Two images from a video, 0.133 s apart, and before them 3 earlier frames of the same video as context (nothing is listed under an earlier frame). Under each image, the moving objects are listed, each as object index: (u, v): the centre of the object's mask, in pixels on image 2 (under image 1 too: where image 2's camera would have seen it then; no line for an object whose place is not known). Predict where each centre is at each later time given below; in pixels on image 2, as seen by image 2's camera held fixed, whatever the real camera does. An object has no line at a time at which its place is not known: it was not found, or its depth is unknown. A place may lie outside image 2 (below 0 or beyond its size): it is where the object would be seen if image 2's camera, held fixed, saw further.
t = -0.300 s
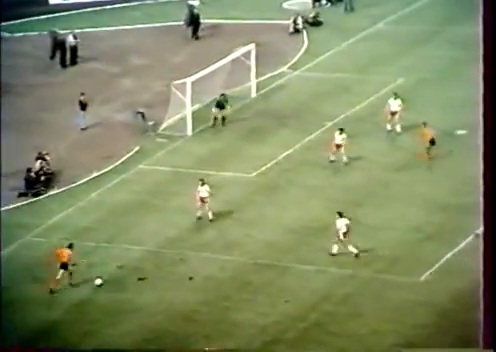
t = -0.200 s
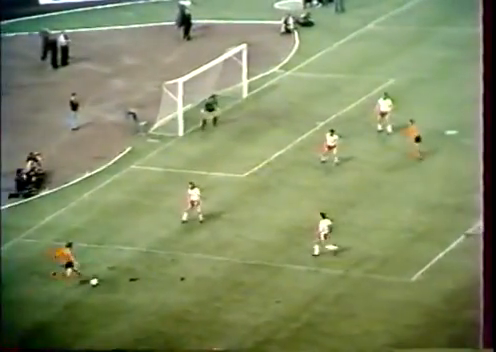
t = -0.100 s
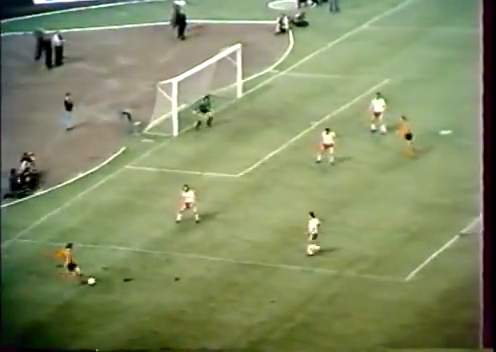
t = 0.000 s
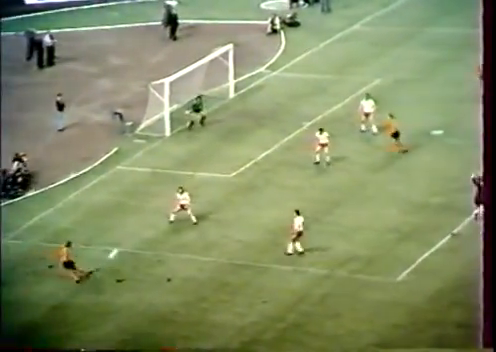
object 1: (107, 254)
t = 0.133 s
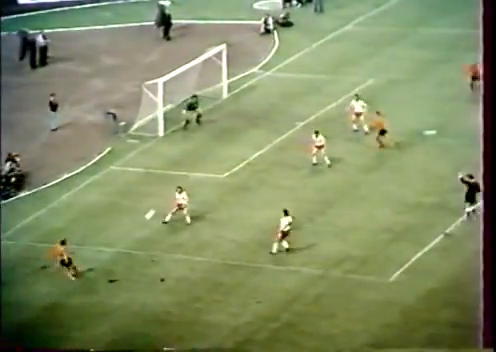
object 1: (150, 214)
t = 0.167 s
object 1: (163, 202)
